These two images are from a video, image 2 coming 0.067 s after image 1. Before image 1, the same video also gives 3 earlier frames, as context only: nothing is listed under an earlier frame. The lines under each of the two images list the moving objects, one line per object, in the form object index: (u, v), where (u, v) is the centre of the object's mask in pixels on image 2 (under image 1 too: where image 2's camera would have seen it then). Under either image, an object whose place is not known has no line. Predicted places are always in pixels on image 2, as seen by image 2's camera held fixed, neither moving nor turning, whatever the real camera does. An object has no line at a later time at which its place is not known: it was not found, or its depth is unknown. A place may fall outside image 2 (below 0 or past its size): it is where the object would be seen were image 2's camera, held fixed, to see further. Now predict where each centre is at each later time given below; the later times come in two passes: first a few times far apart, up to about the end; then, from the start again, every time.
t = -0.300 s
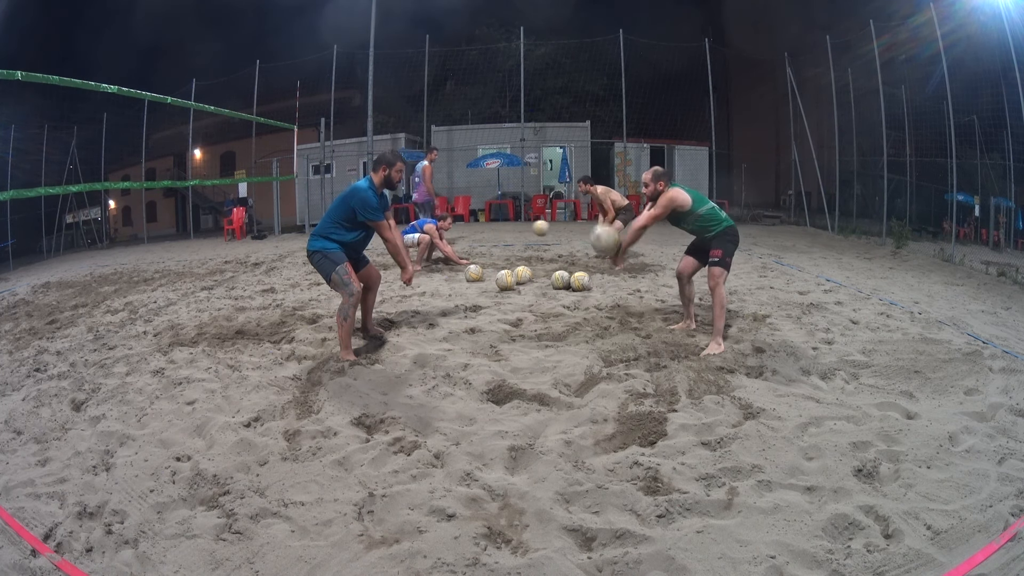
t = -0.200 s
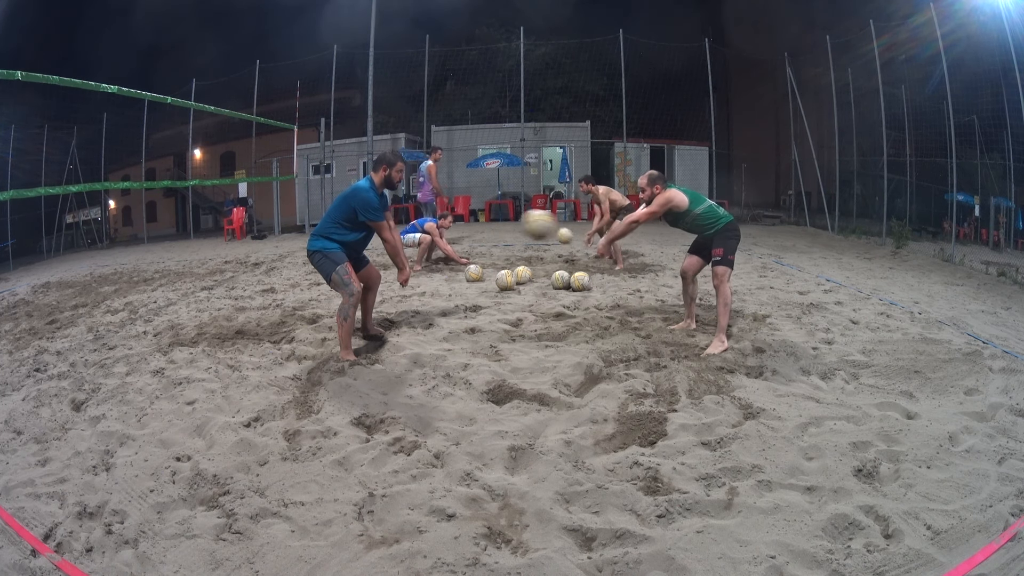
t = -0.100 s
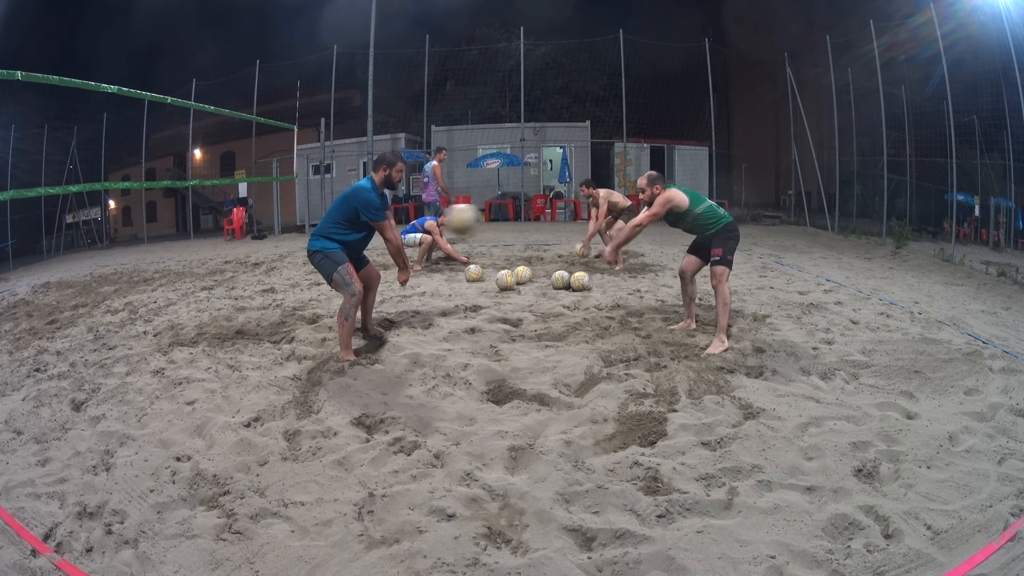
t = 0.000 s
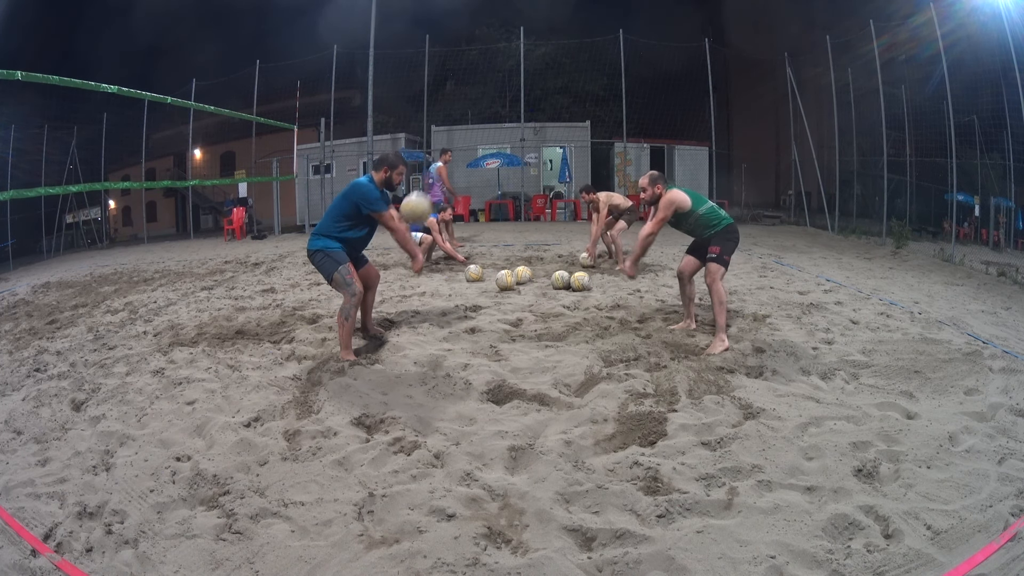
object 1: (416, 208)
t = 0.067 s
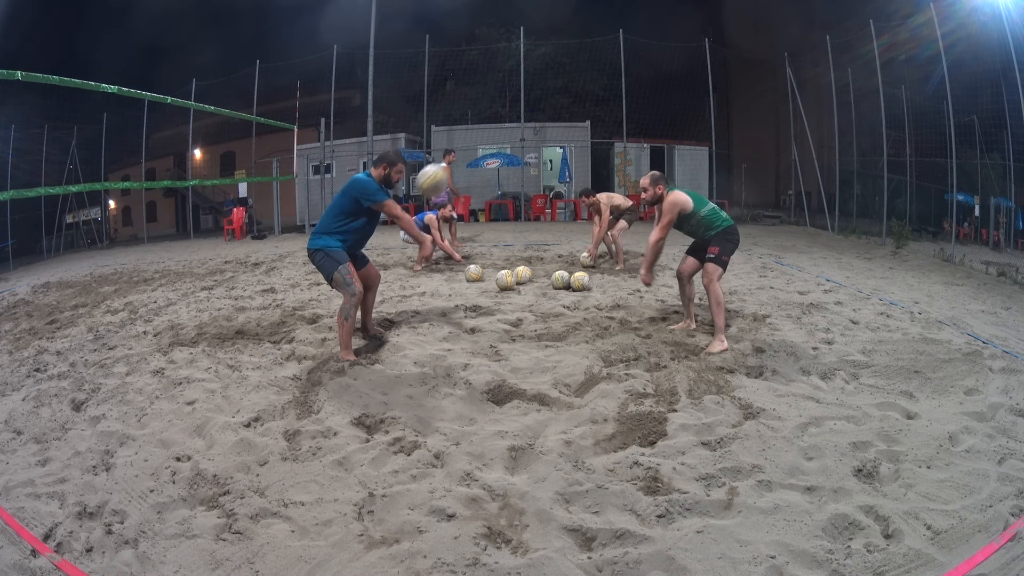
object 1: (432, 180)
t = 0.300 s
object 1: (486, 134)
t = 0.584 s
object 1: (546, 173)
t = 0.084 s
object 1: (436, 175)
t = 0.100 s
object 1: (439, 169)
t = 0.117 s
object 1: (444, 163)
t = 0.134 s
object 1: (448, 158)
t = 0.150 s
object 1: (452, 154)
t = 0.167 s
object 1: (456, 150)
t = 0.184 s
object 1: (460, 147)
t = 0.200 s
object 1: (464, 144)
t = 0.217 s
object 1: (468, 142)
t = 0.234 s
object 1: (471, 139)
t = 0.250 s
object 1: (476, 137)
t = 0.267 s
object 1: (479, 136)
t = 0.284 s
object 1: (483, 135)
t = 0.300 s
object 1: (486, 134)
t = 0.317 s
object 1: (490, 134)
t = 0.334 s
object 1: (494, 134)
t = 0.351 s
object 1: (498, 134)
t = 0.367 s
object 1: (502, 135)
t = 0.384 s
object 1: (505, 136)
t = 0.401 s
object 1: (509, 137)
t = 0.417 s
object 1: (513, 139)
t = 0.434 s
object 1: (516, 140)
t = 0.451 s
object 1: (520, 143)
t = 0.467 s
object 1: (523, 146)
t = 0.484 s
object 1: (527, 148)
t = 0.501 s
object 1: (531, 152)
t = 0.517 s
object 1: (533, 155)
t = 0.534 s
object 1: (537, 159)
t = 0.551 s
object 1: (540, 164)
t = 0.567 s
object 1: (543, 168)
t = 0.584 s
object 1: (546, 173)
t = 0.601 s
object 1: (550, 179)
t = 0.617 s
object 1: (553, 185)
